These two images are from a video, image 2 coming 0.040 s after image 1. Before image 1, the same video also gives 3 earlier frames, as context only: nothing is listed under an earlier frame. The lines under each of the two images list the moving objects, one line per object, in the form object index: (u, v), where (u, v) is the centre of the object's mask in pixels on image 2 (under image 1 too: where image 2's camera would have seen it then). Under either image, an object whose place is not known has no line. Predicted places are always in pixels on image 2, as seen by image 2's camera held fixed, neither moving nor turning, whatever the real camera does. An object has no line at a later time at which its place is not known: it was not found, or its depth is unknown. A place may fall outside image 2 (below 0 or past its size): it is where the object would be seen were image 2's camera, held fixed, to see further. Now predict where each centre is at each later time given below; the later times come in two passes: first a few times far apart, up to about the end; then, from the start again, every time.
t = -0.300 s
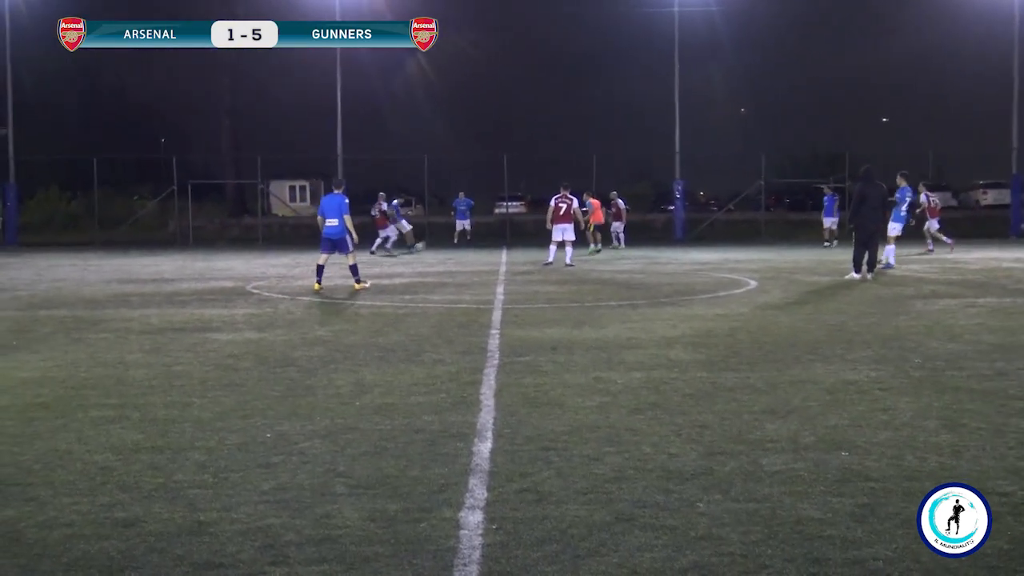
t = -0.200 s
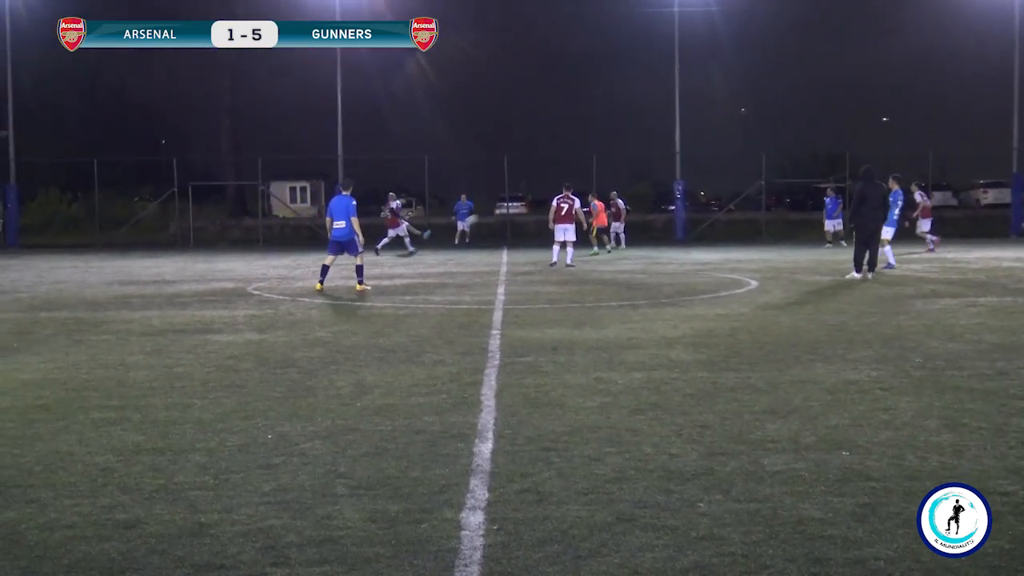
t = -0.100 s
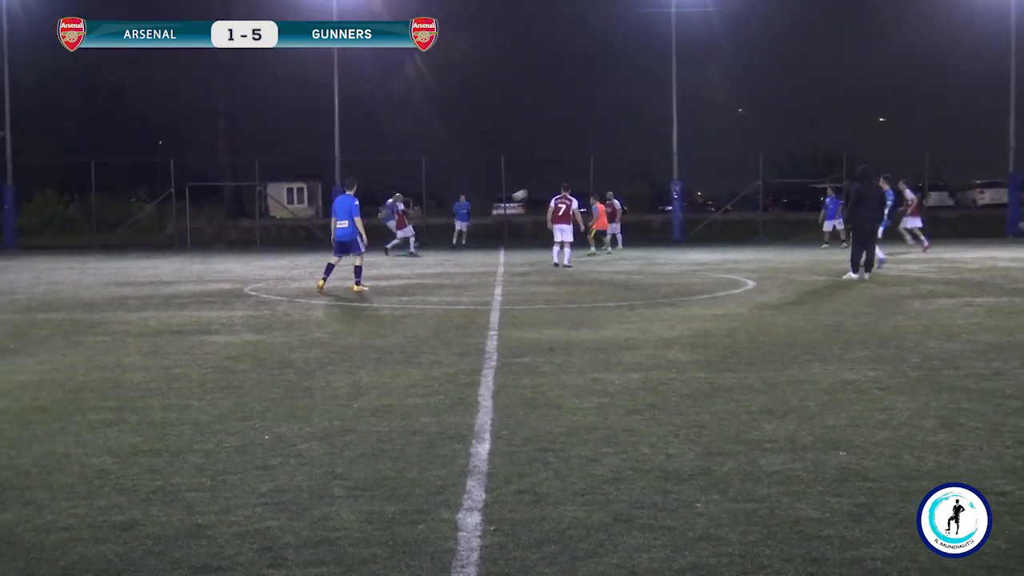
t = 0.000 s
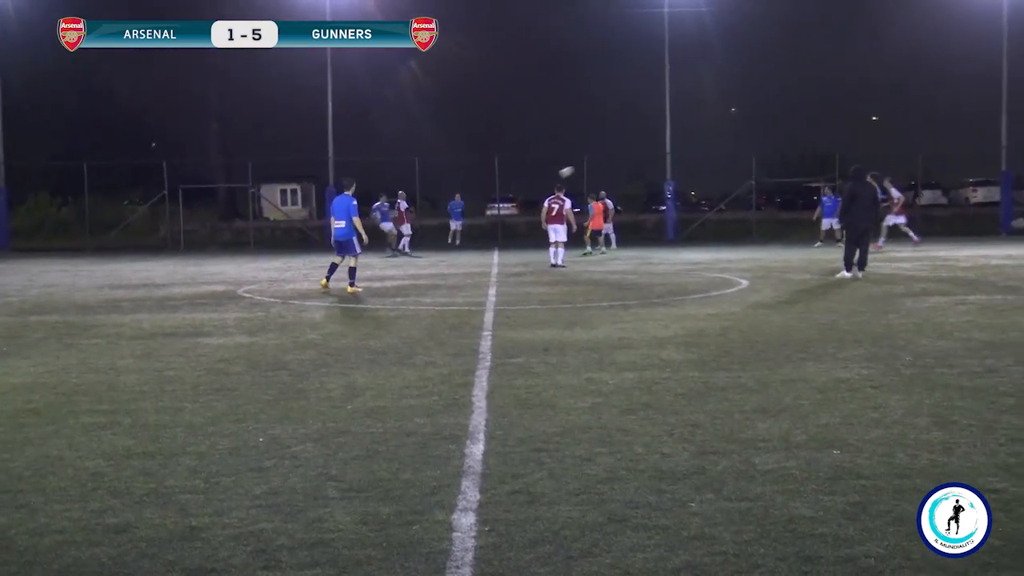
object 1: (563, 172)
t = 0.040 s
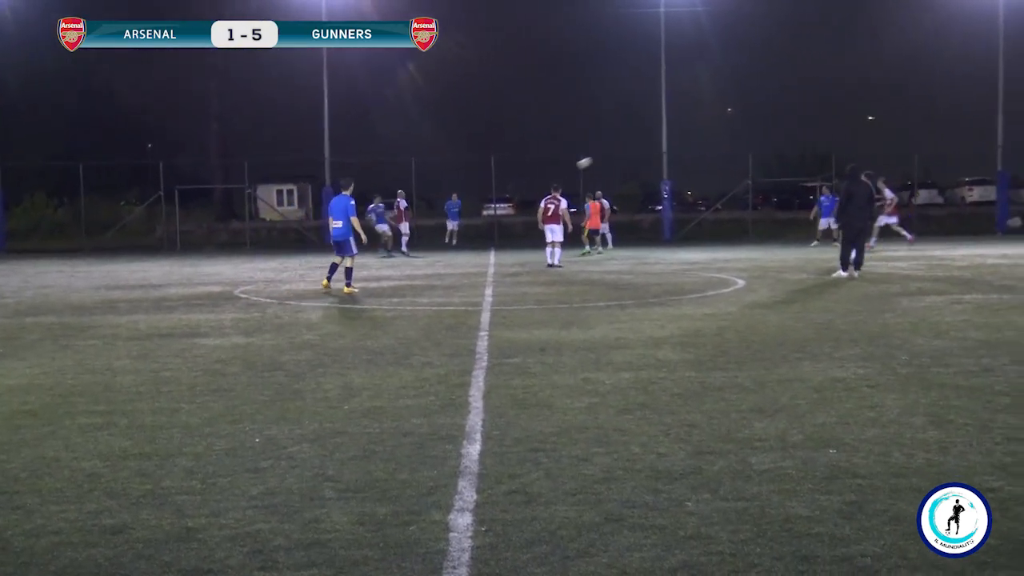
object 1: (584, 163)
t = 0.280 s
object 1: (715, 118)
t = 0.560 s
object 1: (876, 85)
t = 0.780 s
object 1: (1011, 77)
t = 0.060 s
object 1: (595, 159)
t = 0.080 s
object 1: (605, 155)
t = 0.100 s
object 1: (616, 150)
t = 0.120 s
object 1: (627, 146)
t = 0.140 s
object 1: (637, 143)
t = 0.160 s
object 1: (649, 139)
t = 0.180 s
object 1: (659, 135)
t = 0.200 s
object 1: (671, 131)
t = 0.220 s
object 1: (682, 128)
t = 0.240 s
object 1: (693, 125)
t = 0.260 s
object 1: (704, 121)
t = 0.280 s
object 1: (715, 118)
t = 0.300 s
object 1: (727, 115)
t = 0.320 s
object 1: (737, 112)
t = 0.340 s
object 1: (749, 110)
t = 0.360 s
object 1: (760, 107)
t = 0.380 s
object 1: (771, 104)
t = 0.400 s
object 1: (783, 102)
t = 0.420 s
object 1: (794, 99)
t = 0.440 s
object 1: (806, 97)
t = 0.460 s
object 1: (817, 95)
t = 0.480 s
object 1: (829, 92)
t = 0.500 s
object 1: (841, 90)
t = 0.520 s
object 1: (853, 89)
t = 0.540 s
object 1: (864, 87)
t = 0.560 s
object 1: (876, 85)
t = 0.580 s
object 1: (889, 84)
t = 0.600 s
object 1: (901, 83)
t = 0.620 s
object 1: (913, 82)
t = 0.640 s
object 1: (925, 80)
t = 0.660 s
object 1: (937, 79)
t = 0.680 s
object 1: (949, 79)
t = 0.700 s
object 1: (962, 78)
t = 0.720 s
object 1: (974, 78)
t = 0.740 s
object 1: (987, 77)
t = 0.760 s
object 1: (1000, 76)
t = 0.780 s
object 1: (1011, 77)
